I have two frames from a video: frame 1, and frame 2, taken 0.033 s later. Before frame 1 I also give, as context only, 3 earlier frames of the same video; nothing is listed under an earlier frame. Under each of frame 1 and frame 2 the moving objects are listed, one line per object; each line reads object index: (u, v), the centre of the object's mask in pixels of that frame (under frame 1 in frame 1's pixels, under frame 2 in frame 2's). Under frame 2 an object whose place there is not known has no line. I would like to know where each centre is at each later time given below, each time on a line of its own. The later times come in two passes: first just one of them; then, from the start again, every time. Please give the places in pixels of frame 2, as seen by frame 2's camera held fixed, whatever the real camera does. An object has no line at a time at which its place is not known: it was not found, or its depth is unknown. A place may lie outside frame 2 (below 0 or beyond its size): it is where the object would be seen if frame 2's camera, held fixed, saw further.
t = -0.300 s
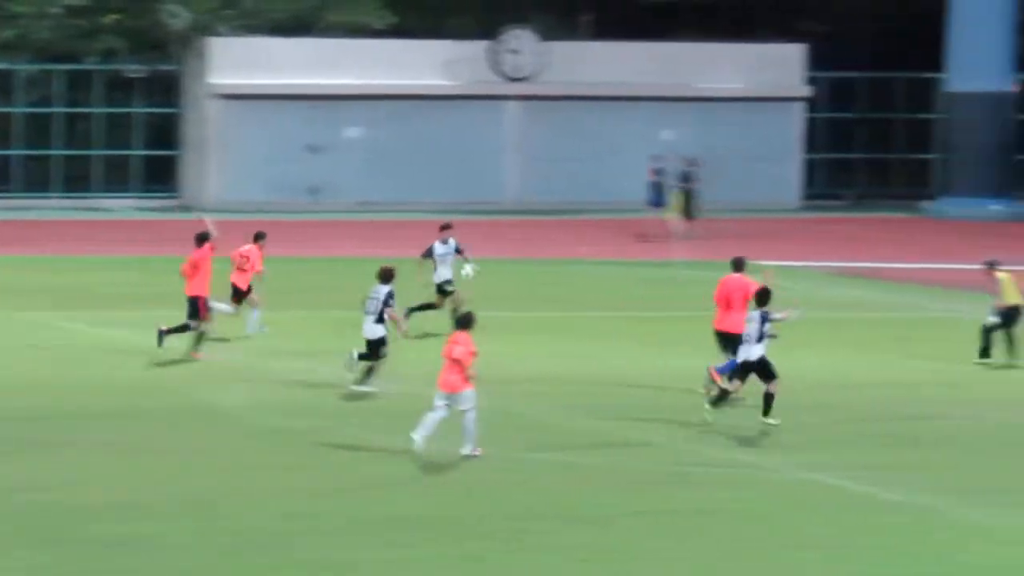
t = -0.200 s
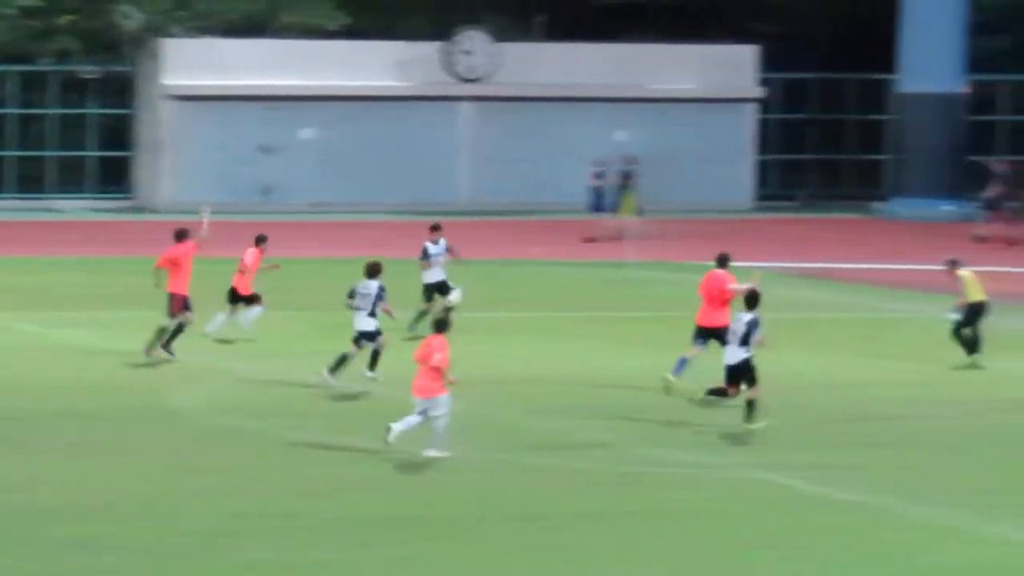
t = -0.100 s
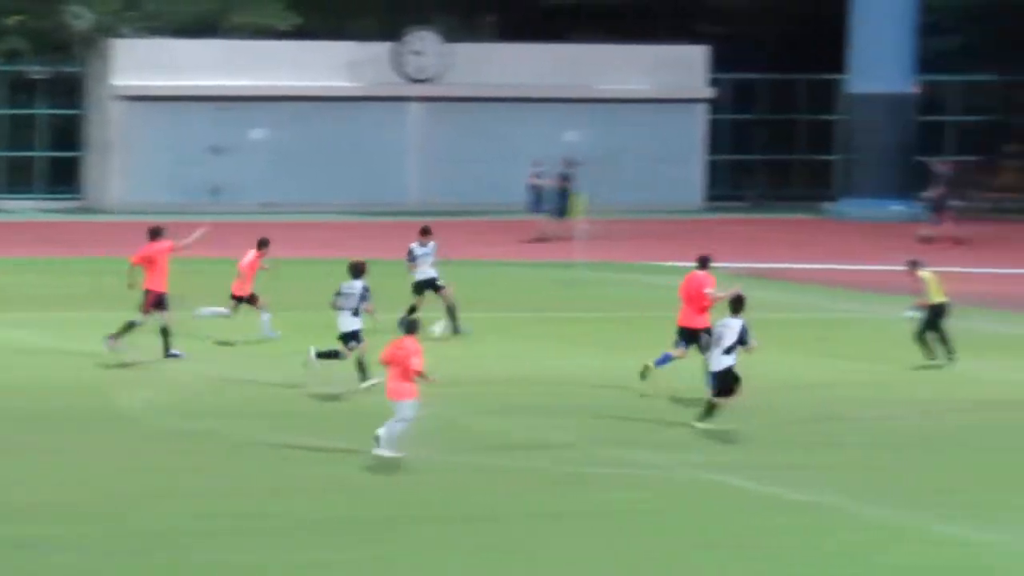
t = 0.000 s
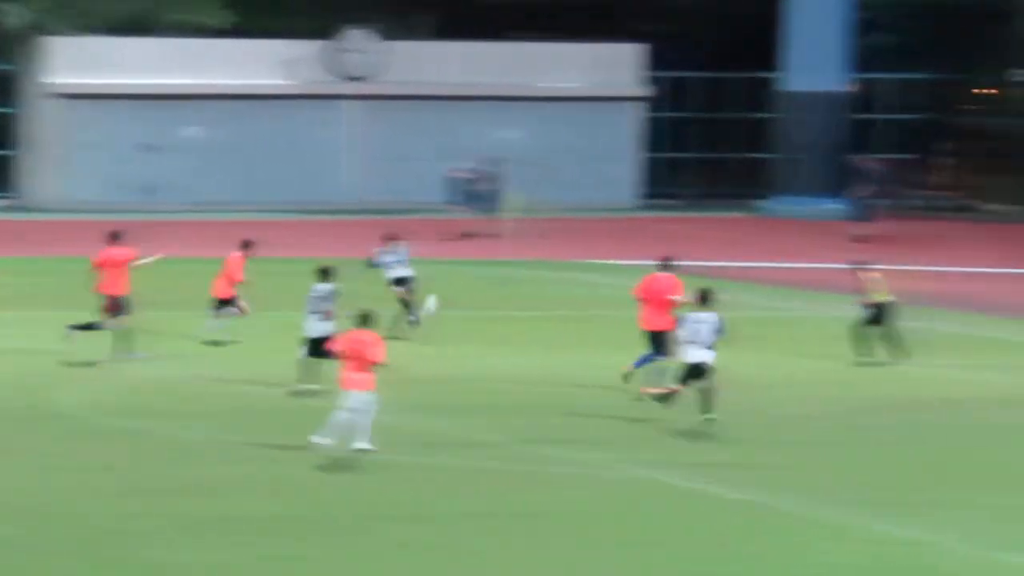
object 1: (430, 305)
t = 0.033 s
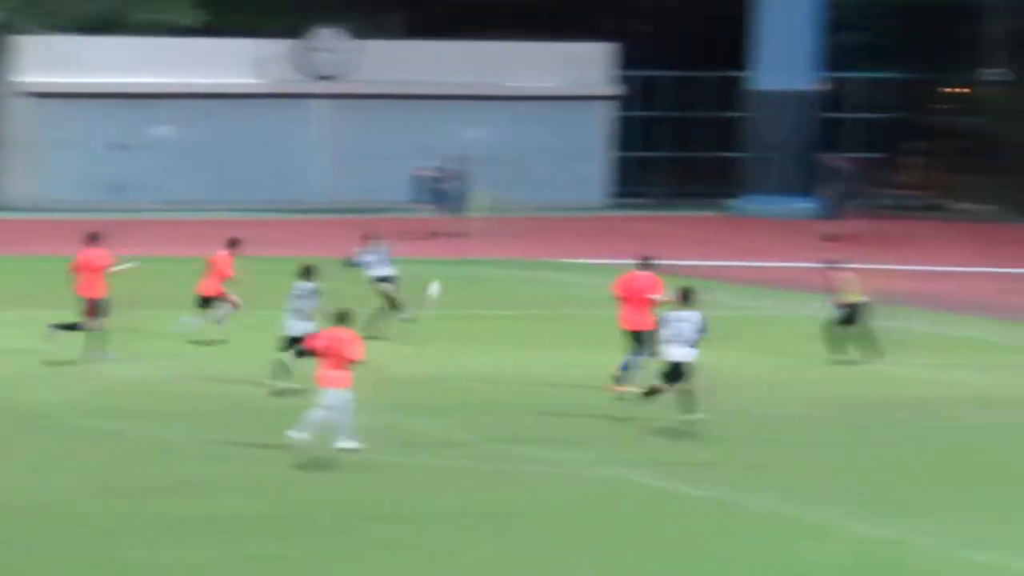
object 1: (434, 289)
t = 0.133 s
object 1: (529, 256)
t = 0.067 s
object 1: (464, 278)
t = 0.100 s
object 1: (496, 267)
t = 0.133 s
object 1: (529, 256)
